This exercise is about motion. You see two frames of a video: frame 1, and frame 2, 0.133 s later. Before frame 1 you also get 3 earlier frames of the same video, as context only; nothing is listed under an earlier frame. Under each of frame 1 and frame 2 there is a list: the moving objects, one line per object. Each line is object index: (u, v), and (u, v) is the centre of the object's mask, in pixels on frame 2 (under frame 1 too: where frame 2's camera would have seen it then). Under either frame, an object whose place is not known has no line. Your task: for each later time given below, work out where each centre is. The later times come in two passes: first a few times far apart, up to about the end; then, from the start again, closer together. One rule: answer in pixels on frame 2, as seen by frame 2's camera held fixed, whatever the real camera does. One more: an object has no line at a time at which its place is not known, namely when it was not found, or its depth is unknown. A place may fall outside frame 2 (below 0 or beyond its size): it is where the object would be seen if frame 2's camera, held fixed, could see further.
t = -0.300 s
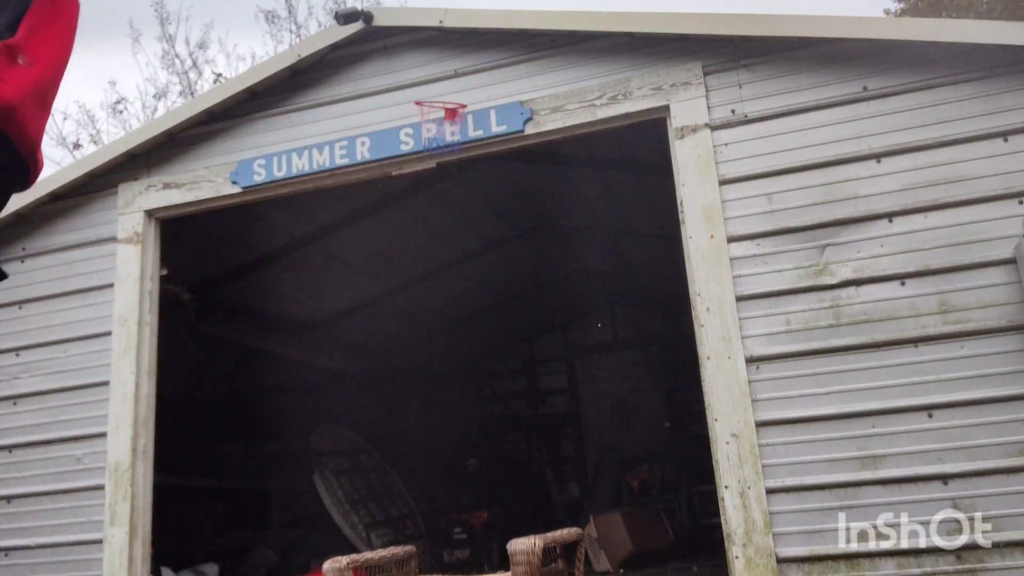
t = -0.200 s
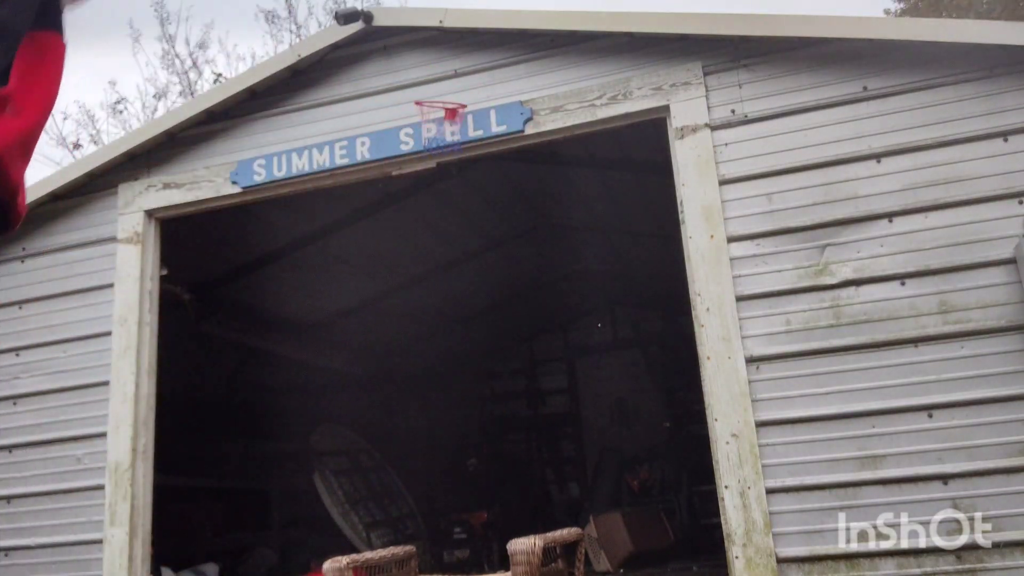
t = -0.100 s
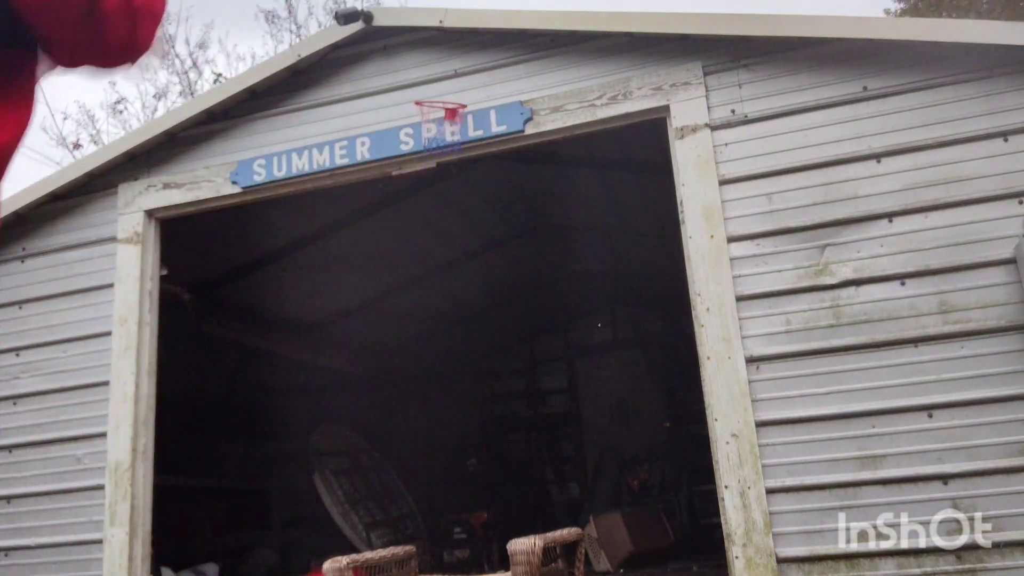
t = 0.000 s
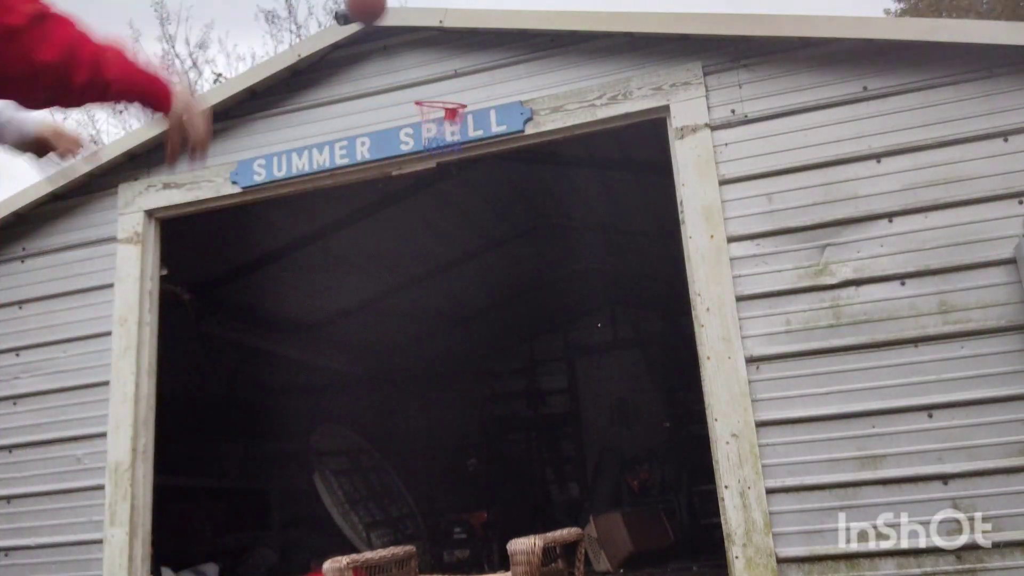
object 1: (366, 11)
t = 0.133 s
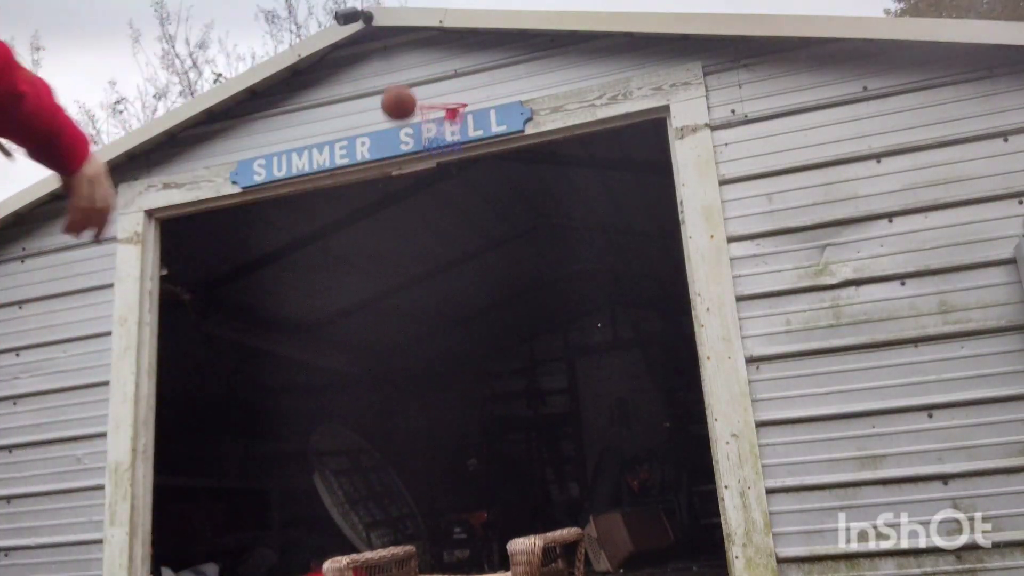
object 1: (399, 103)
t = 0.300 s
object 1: (358, 186)
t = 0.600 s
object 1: (249, 498)
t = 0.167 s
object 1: (397, 127)
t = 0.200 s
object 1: (391, 144)
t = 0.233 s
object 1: (381, 156)
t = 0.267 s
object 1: (370, 170)
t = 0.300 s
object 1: (358, 186)
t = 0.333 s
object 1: (348, 205)
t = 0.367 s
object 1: (337, 228)
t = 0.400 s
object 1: (325, 255)
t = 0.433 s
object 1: (313, 283)
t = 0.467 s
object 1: (301, 318)
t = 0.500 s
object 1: (288, 356)
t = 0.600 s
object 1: (249, 498)
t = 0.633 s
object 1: (236, 551)
